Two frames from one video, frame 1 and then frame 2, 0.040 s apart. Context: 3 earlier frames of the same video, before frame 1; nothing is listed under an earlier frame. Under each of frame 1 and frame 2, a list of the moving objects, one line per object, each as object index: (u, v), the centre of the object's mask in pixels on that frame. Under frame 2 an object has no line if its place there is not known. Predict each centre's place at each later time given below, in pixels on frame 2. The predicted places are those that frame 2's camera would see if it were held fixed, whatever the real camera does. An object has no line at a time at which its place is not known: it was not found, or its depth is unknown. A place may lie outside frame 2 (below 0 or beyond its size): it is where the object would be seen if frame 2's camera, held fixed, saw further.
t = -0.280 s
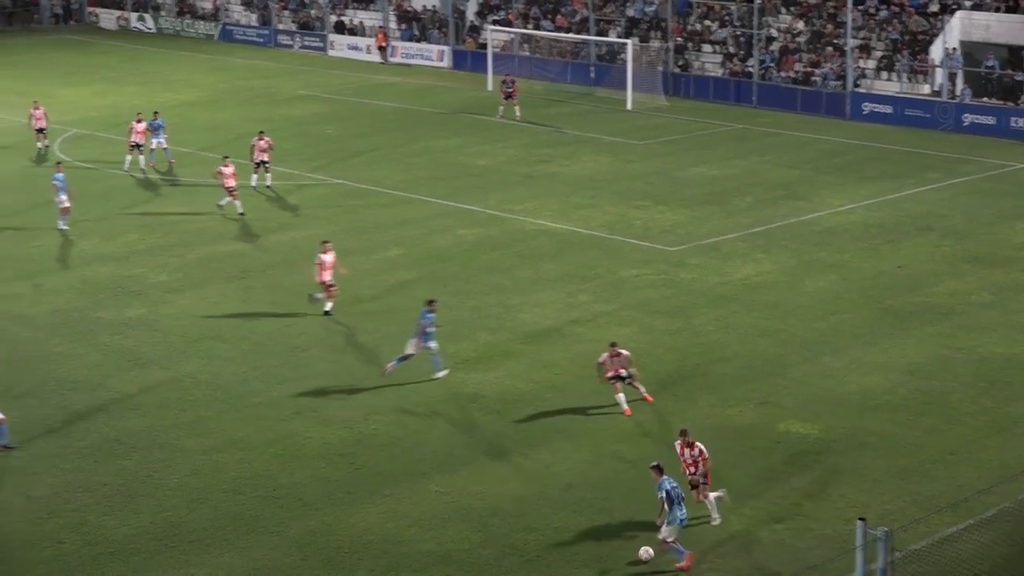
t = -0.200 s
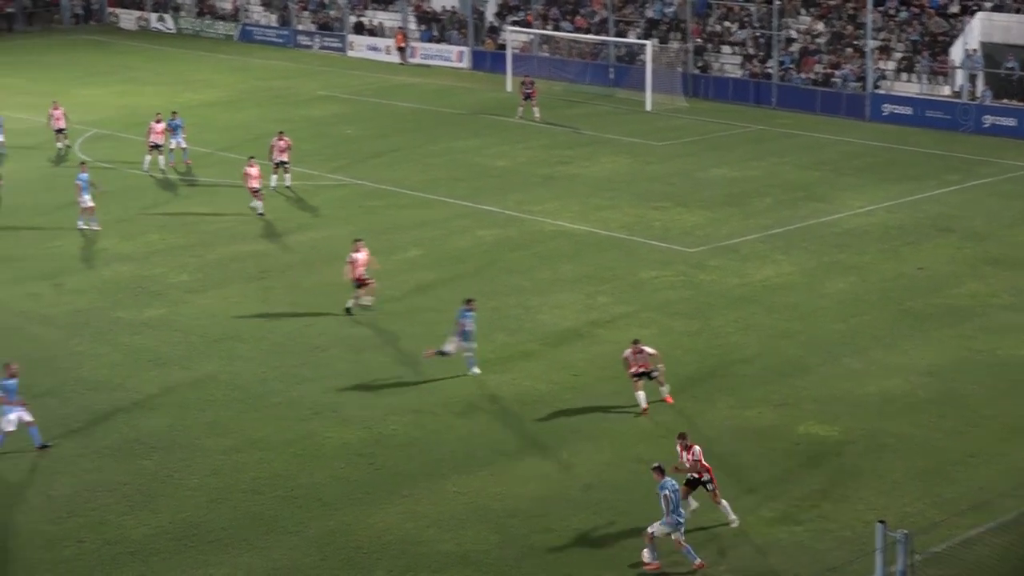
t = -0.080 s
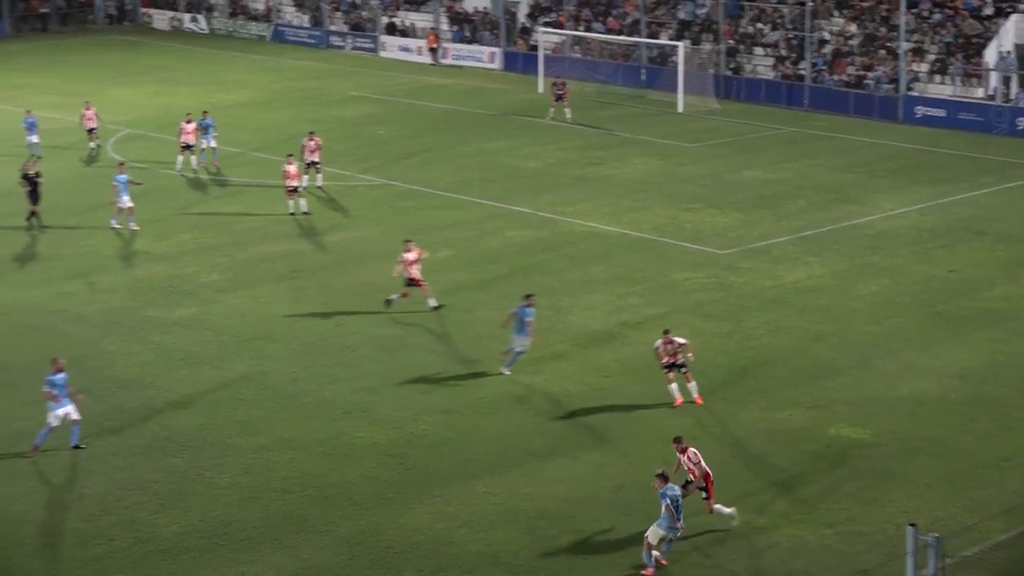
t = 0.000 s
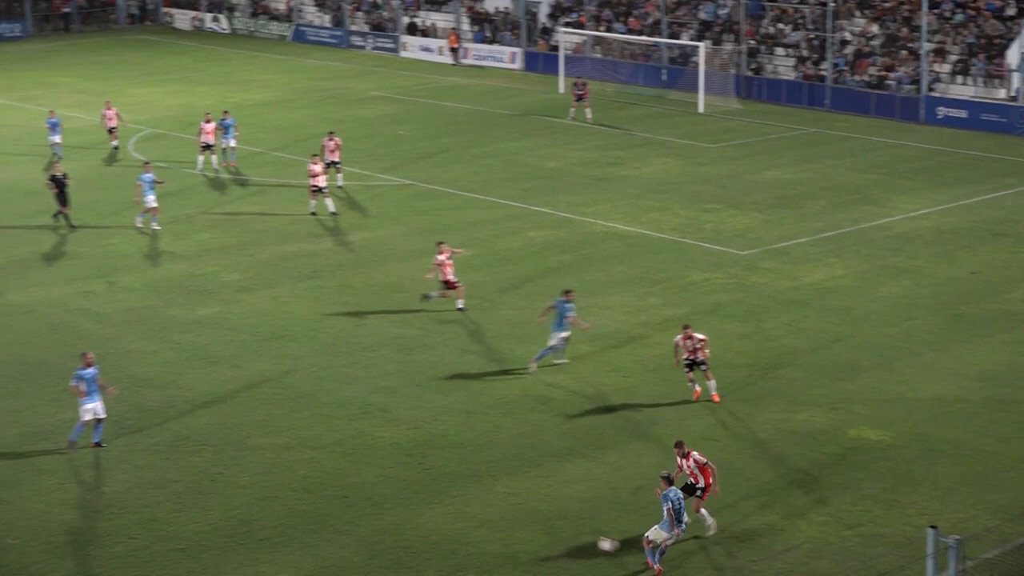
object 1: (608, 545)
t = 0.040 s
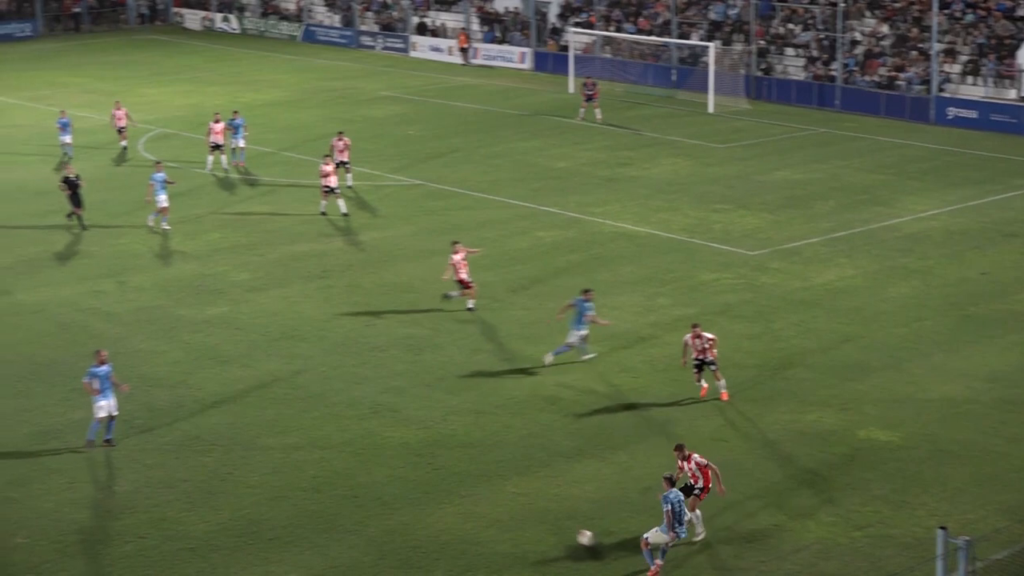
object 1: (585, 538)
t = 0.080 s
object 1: (557, 532)
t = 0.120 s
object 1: (528, 525)
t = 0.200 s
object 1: (473, 515)
